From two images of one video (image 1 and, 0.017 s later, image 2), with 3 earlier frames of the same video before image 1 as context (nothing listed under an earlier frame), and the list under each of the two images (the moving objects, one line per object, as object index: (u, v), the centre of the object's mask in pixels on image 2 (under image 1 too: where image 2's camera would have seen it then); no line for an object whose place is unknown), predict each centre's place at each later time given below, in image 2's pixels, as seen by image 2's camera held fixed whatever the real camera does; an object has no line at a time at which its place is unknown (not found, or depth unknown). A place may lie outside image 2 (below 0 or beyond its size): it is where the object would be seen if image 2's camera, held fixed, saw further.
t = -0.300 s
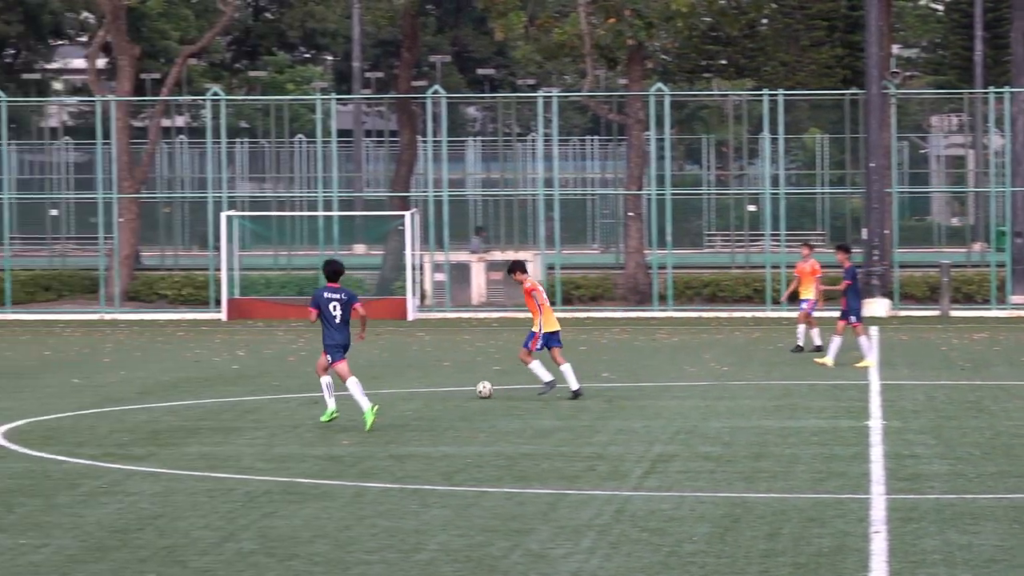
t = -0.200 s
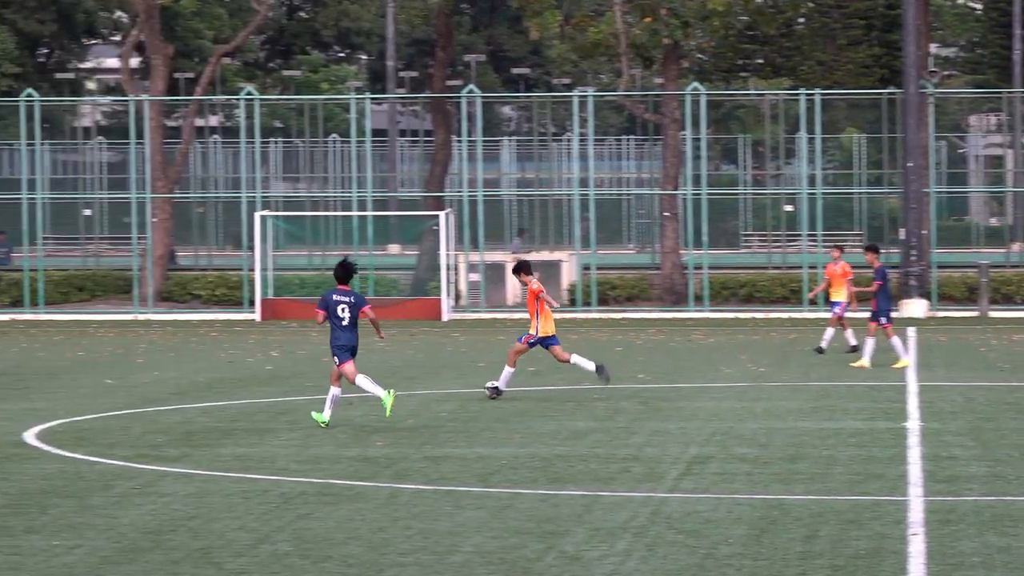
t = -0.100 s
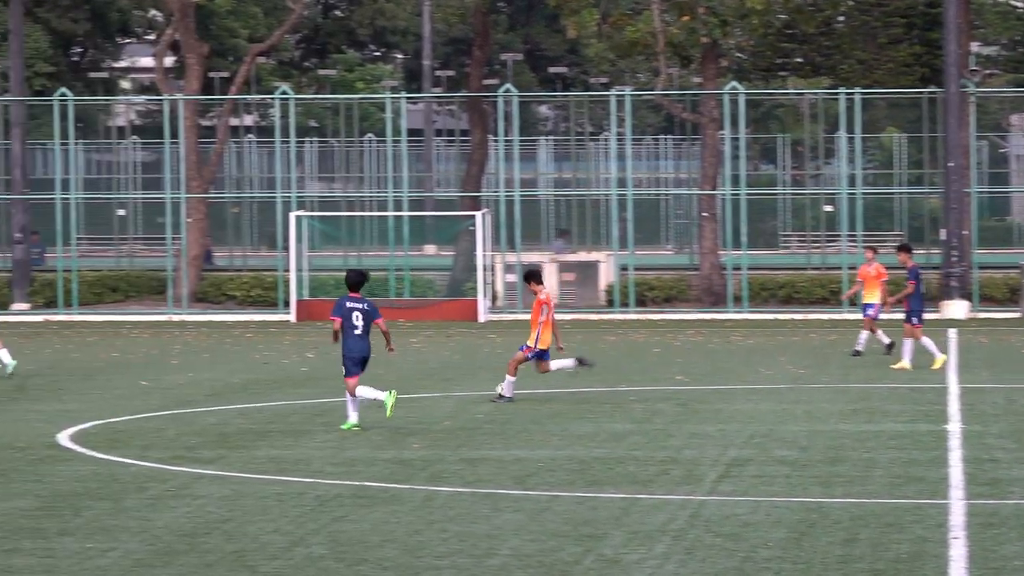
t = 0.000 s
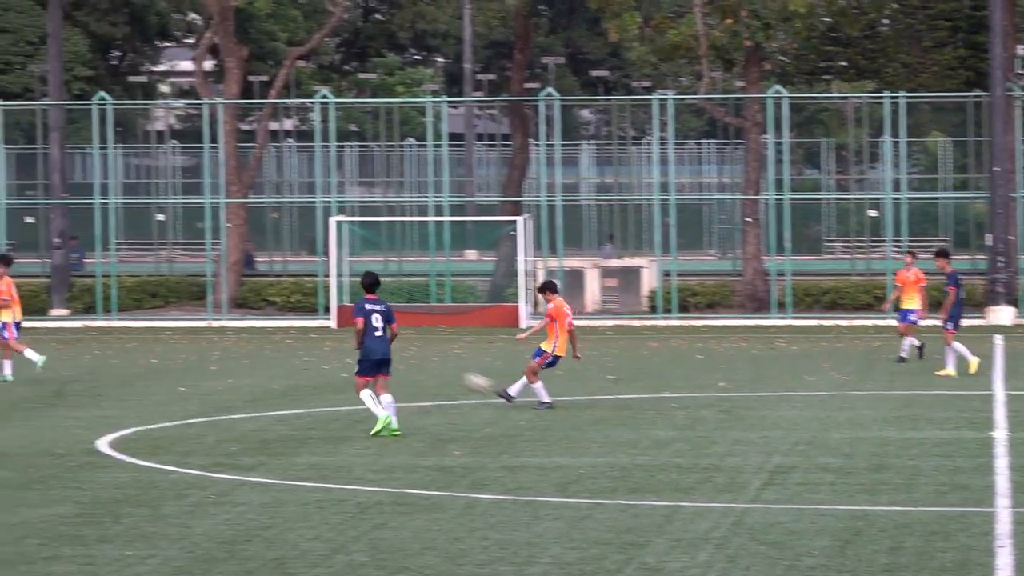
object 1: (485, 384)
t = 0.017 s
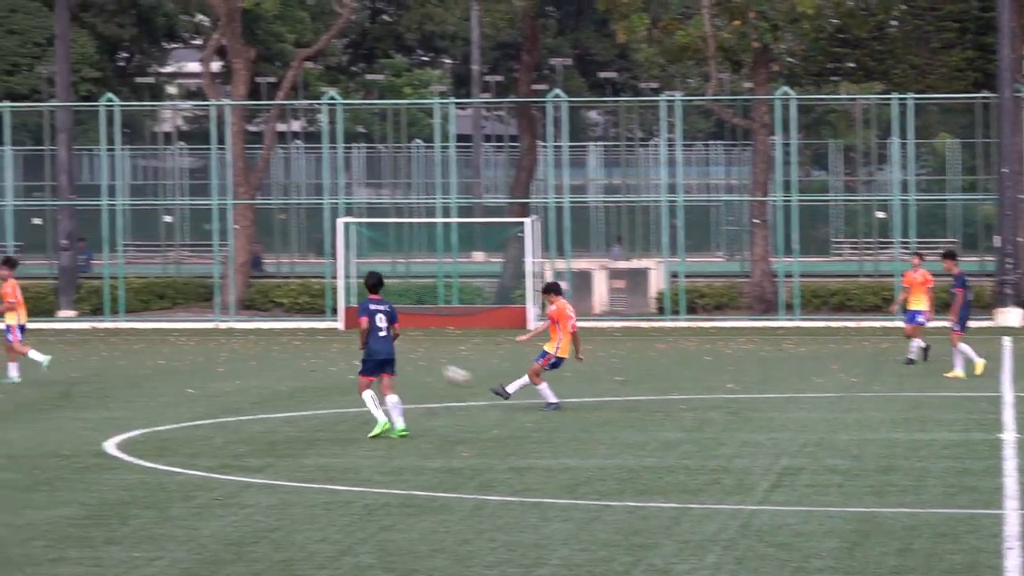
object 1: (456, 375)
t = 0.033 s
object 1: (426, 366)
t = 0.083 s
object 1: (335, 340)
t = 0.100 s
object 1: (311, 333)
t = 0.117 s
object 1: (281, 323)
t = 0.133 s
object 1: (250, 314)
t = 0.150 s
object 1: (221, 307)
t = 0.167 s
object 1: (192, 298)
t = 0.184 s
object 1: (164, 291)
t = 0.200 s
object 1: (135, 283)
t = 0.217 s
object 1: (105, 274)
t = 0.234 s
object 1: (75, 266)
